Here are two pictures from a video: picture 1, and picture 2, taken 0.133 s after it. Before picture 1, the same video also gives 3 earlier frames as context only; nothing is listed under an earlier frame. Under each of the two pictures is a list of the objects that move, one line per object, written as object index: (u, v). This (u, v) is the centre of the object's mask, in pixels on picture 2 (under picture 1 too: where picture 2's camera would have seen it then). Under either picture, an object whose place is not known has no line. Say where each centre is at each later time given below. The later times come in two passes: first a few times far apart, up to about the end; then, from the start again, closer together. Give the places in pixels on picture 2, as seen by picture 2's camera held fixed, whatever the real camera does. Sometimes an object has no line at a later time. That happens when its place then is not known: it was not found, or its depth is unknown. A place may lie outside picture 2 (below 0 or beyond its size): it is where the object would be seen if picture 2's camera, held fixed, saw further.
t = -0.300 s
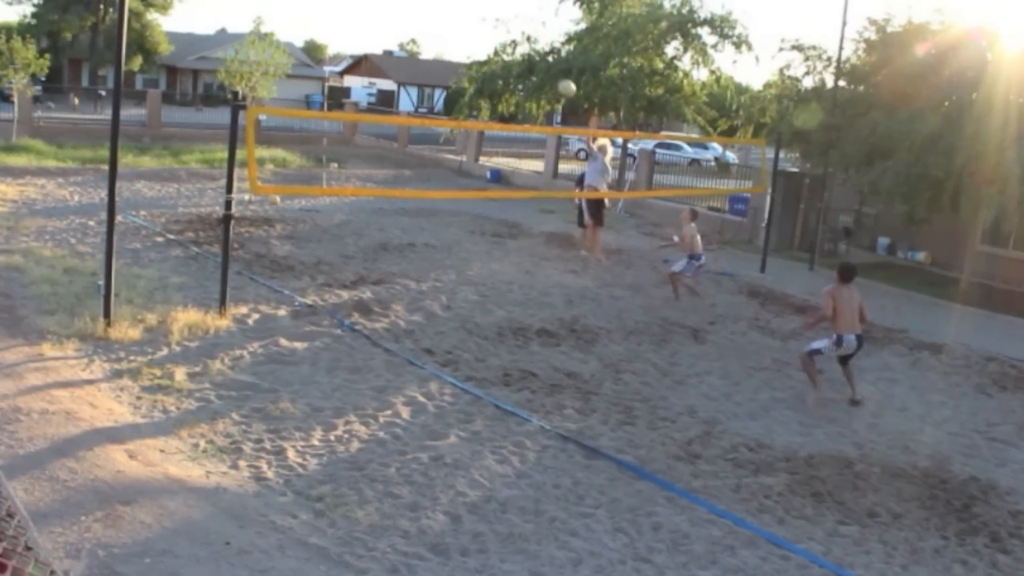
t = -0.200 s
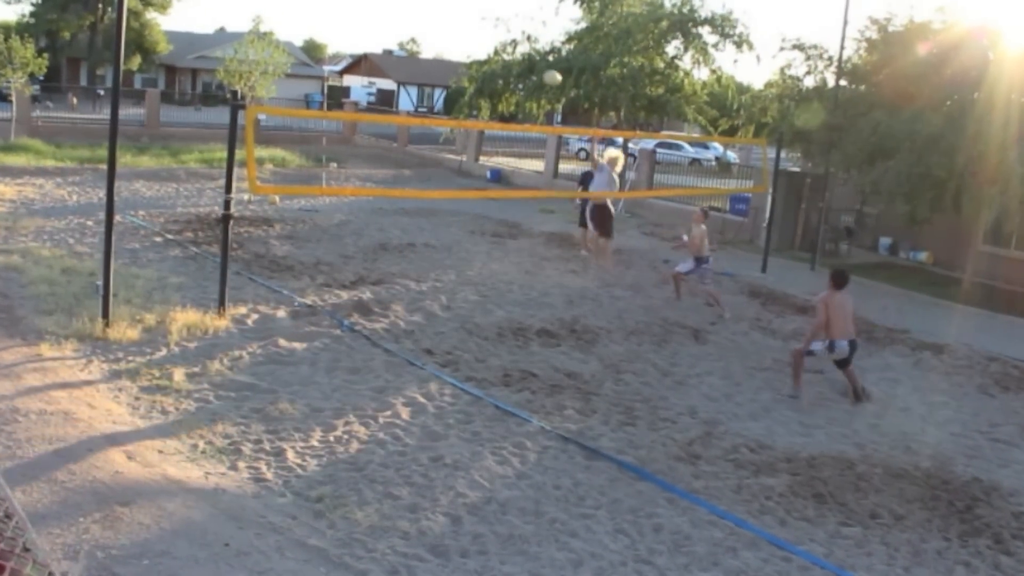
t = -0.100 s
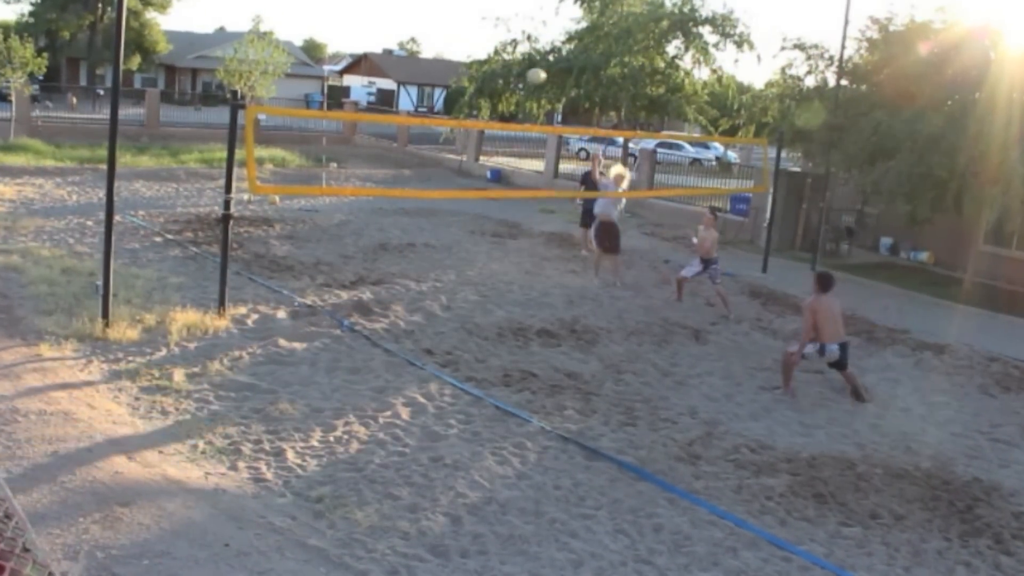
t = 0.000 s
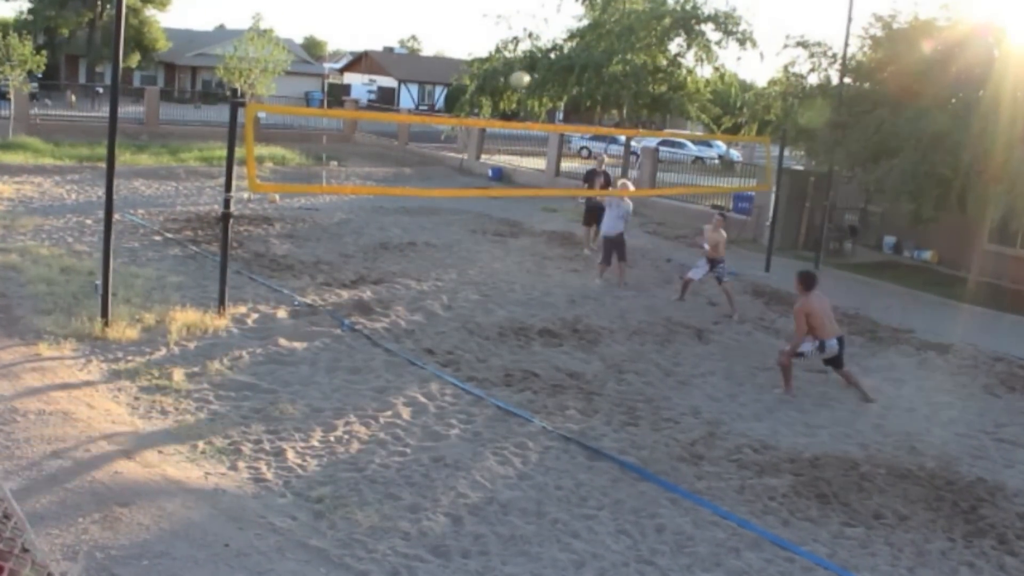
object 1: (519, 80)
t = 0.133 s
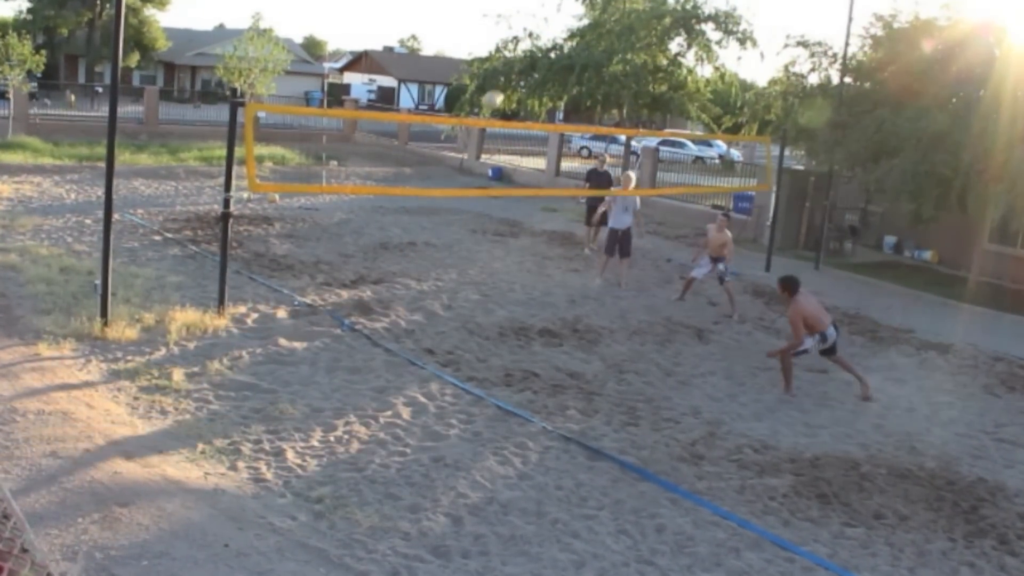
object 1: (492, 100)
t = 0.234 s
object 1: (470, 125)
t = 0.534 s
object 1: (393, 264)
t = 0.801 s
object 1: (356, 270)
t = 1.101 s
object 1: (335, 228)
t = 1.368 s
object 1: (309, 262)
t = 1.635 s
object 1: (278, 373)
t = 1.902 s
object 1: (258, 338)
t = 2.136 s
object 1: (235, 368)
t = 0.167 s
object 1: (485, 107)
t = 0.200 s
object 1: (480, 114)
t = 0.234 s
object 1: (470, 125)
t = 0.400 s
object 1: (431, 189)
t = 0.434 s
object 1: (420, 207)
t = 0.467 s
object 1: (413, 223)
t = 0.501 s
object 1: (401, 245)
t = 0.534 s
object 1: (393, 264)
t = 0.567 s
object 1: (385, 283)
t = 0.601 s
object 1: (374, 304)
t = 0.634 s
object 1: (365, 323)
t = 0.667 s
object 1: (364, 310)
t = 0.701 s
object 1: (363, 300)
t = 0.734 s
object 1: (361, 291)
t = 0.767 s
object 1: (358, 280)
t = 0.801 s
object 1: (356, 270)
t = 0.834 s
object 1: (354, 262)
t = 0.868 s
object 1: (352, 252)
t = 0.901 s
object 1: (350, 248)
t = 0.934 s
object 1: (348, 242)
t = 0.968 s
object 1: (345, 237)
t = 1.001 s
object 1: (343, 233)
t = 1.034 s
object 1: (340, 230)
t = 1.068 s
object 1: (337, 228)
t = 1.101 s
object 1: (335, 228)
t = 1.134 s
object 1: (332, 228)
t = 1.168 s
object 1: (329, 229)
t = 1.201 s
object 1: (326, 232)
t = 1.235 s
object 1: (322, 236)
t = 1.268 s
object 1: (319, 241)
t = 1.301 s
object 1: (316, 247)
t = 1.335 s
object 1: (312, 254)
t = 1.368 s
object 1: (309, 262)
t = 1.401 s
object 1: (305, 271)
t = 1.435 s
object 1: (302, 282)
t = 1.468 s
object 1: (298, 294)
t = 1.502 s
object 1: (293, 309)
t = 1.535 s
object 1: (290, 323)
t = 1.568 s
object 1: (286, 336)
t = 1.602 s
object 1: (282, 355)
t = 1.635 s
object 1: (278, 373)
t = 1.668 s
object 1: (275, 374)
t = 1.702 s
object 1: (273, 365)
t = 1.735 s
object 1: (271, 358)
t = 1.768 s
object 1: (268, 352)
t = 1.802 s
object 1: (266, 347)
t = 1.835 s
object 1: (263, 343)
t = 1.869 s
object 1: (260, 340)
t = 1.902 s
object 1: (258, 338)
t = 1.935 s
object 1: (255, 338)
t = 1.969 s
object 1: (250, 341)
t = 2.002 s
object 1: (247, 344)
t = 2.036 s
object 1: (244, 349)
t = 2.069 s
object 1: (242, 353)
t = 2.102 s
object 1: (238, 361)
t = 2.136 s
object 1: (235, 368)
